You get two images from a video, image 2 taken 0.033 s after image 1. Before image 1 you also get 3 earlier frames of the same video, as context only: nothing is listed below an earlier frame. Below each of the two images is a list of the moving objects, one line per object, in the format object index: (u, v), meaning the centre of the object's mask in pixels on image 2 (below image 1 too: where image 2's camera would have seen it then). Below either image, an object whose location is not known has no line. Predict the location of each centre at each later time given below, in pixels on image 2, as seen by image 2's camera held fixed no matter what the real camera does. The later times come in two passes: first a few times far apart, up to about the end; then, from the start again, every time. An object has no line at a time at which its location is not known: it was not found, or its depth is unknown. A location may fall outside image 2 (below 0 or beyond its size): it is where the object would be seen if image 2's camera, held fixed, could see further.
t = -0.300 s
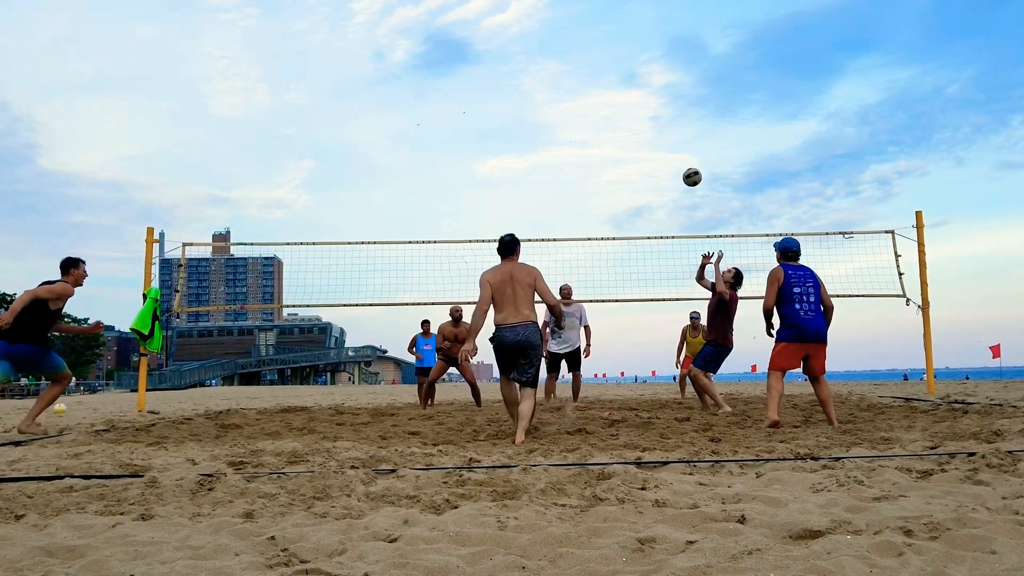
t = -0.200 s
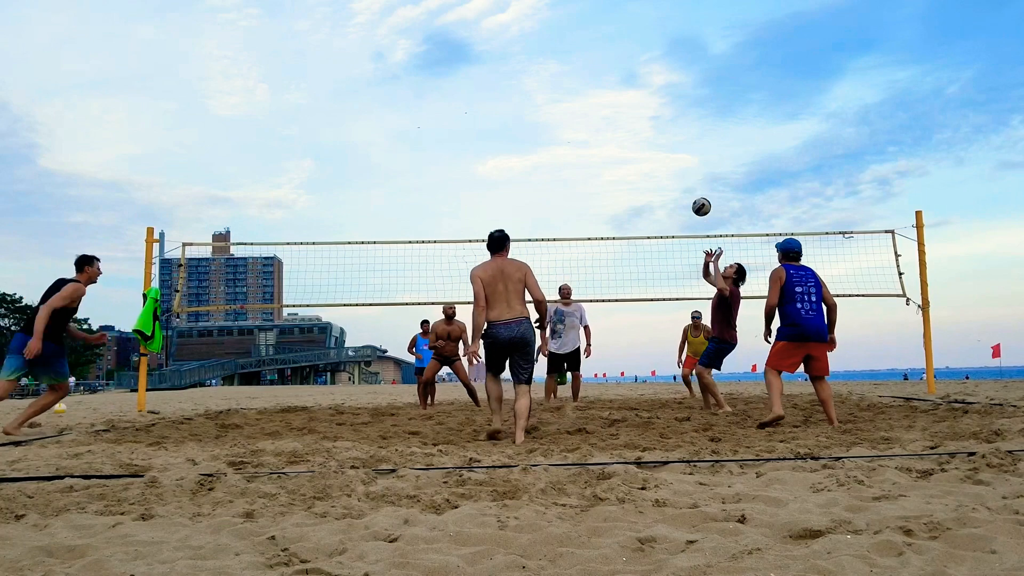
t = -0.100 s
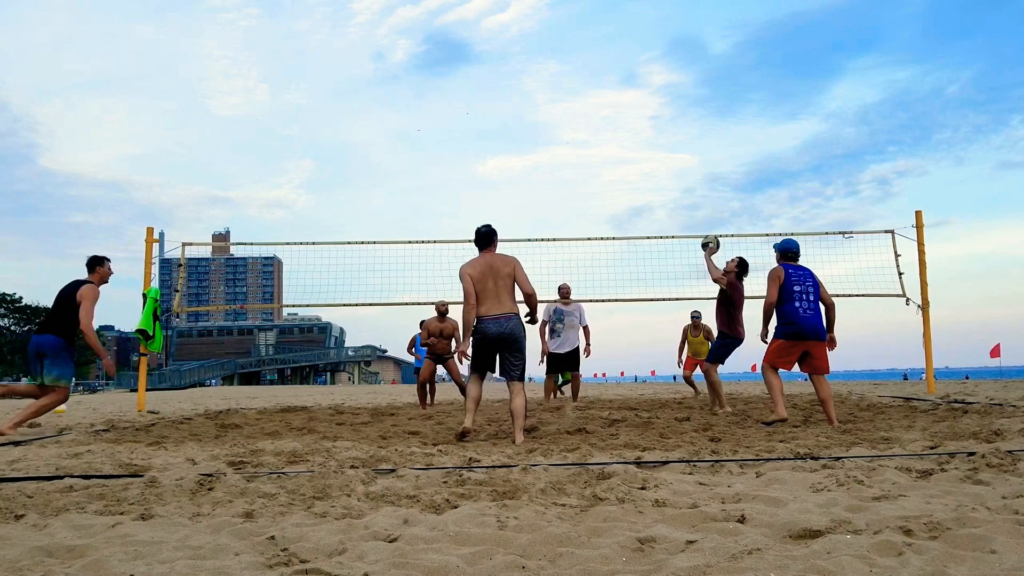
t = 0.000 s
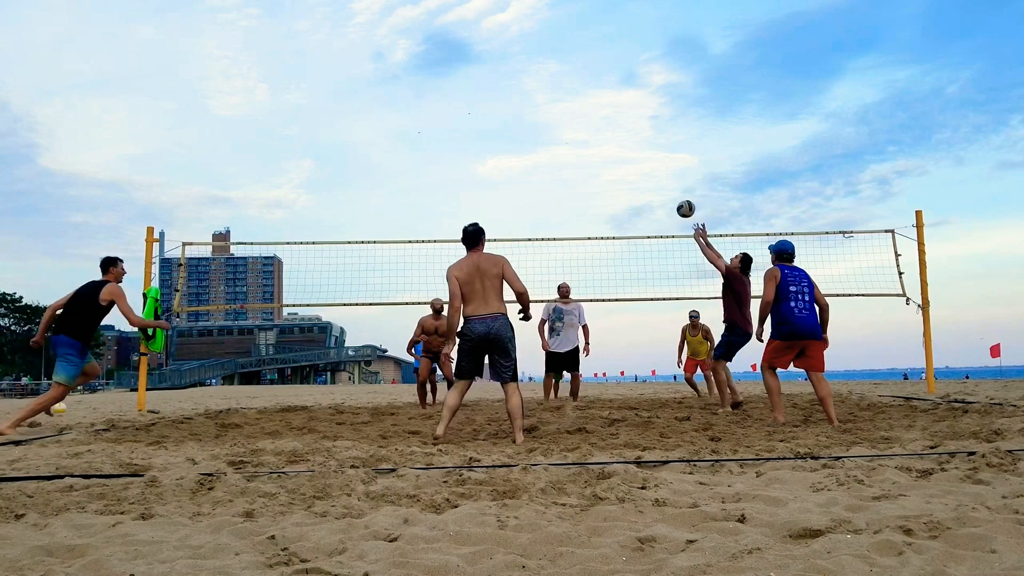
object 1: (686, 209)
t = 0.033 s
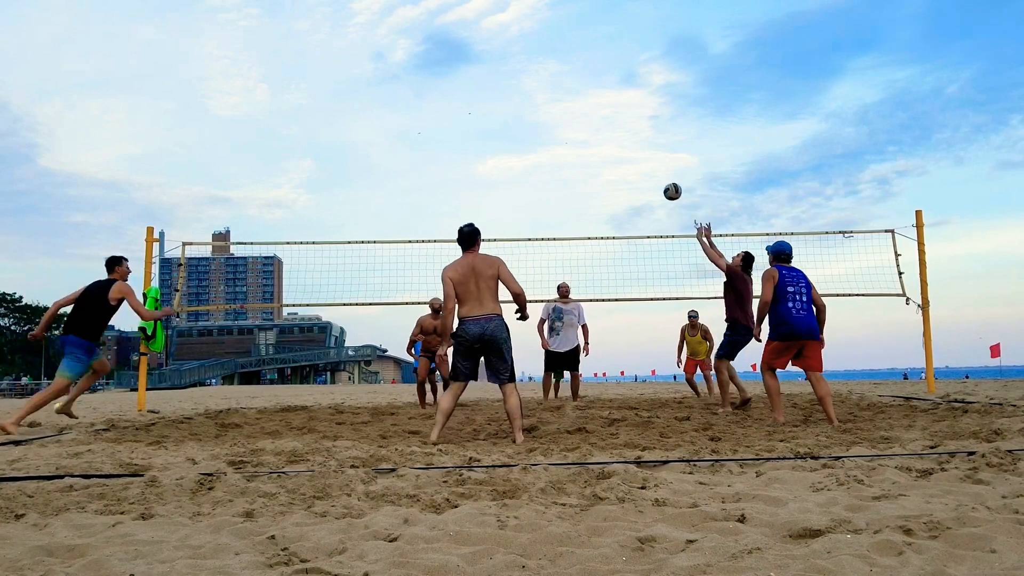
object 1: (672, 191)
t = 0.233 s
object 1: (598, 111)
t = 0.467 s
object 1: (517, 59)
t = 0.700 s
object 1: (442, 49)
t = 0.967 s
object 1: (362, 86)
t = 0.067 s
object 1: (659, 175)
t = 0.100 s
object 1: (647, 160)
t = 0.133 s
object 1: (634, 147)
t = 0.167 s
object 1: (622, 134)
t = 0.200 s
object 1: (610, 122)
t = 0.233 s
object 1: (598, 111)
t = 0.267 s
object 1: (586, 100)
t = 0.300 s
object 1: (574, 91)
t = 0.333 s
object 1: (562, 83)
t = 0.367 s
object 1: (551, 76)
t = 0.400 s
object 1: (540, 69)
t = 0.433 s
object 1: (528, 64)
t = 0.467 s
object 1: (517, 59)
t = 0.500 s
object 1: (506, 55)
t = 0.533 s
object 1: (495, 52)
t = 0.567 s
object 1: (484, 50)
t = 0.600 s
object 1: (474, 49)
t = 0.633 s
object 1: (463, 48)
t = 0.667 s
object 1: (453, 48)
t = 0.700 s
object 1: (442, 49)
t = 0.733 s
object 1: (432, 51)
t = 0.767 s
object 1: (422, 54)
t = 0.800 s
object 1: (411, 57)
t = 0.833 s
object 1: (401, 62)
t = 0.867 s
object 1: (391, 66)
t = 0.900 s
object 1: (381, 72)
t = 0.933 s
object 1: (371, 79)
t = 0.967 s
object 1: (362, 86)
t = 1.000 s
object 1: (352, 94)
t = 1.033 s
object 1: (342, 103)
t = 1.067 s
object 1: (333, 113)
